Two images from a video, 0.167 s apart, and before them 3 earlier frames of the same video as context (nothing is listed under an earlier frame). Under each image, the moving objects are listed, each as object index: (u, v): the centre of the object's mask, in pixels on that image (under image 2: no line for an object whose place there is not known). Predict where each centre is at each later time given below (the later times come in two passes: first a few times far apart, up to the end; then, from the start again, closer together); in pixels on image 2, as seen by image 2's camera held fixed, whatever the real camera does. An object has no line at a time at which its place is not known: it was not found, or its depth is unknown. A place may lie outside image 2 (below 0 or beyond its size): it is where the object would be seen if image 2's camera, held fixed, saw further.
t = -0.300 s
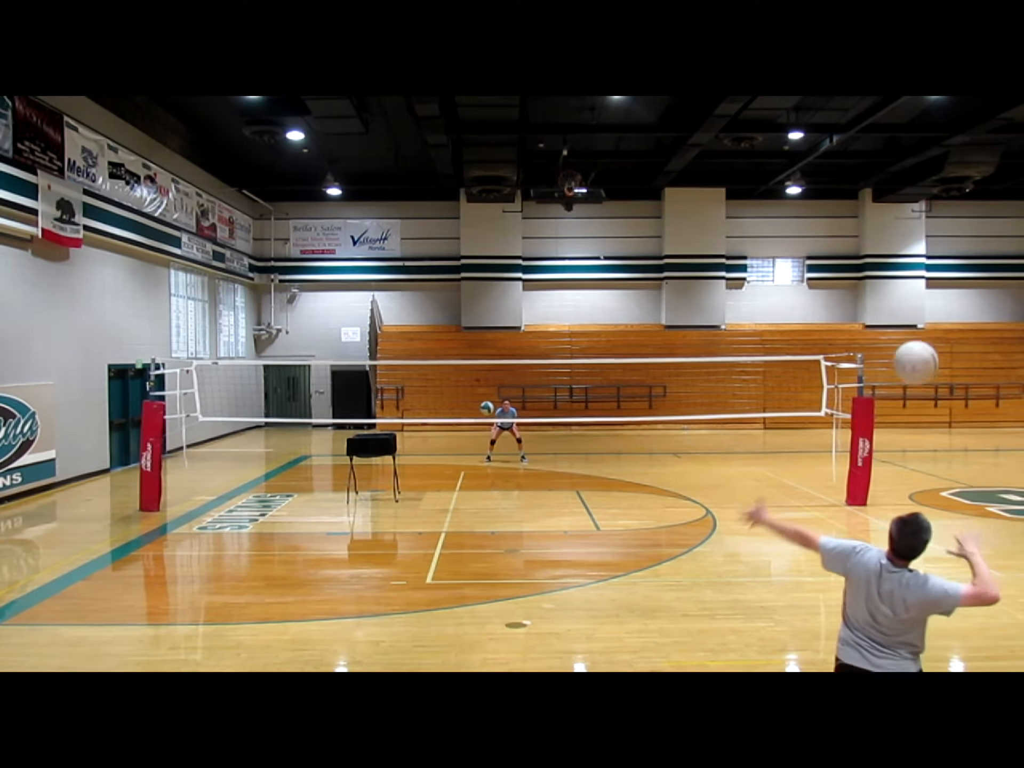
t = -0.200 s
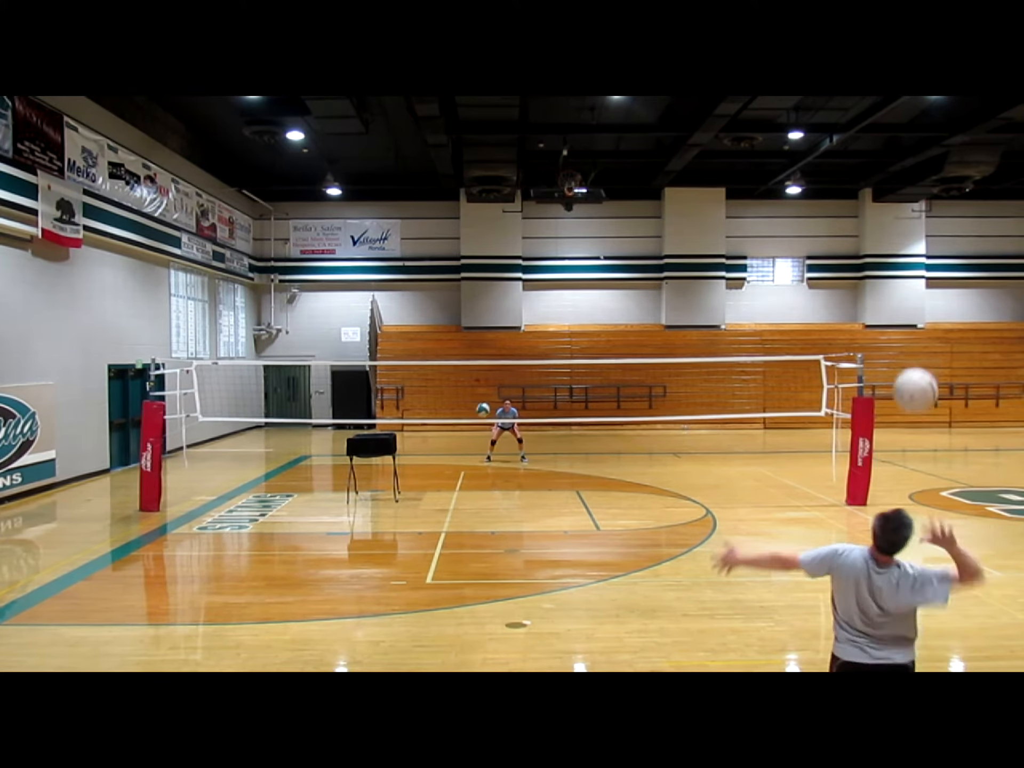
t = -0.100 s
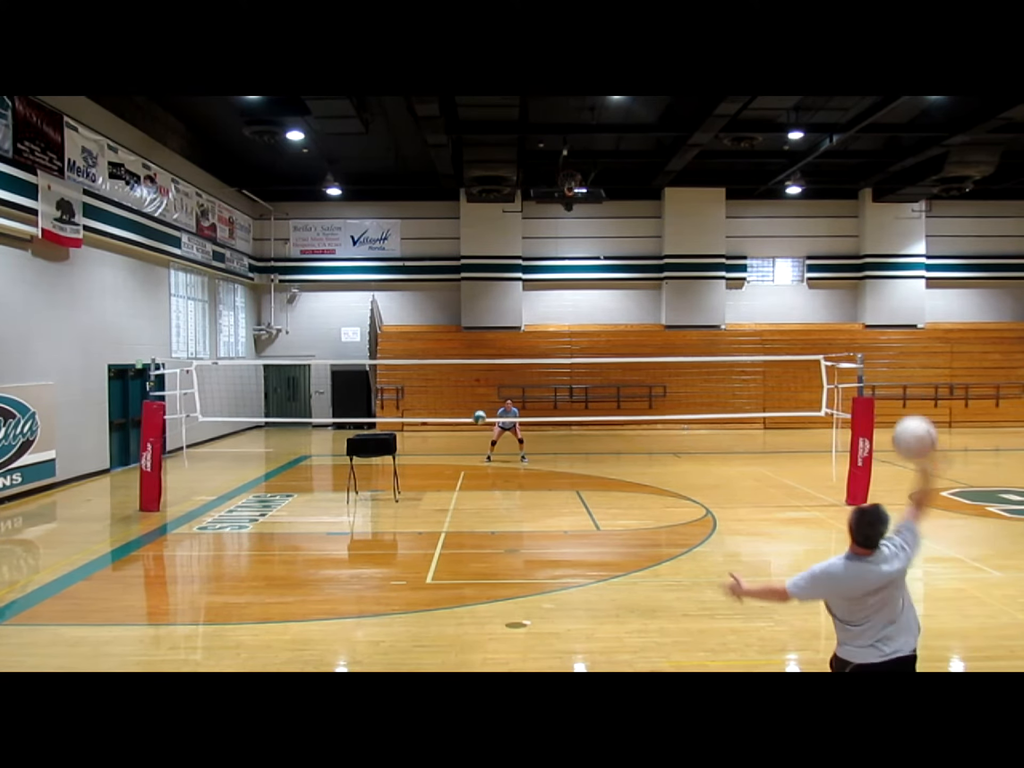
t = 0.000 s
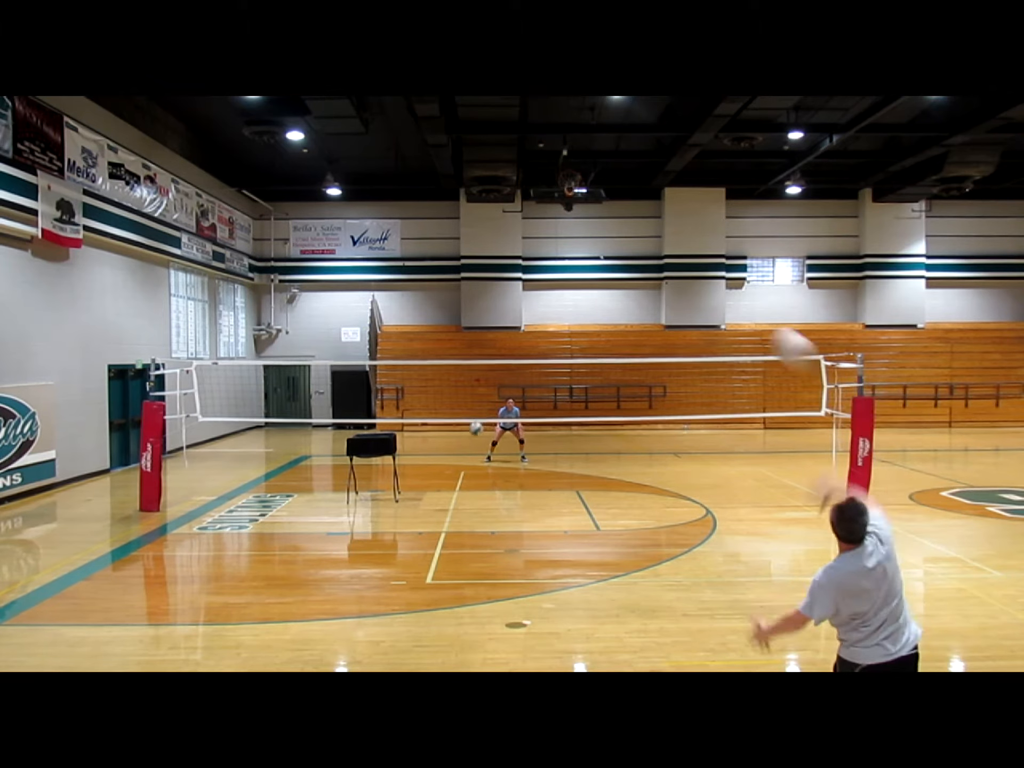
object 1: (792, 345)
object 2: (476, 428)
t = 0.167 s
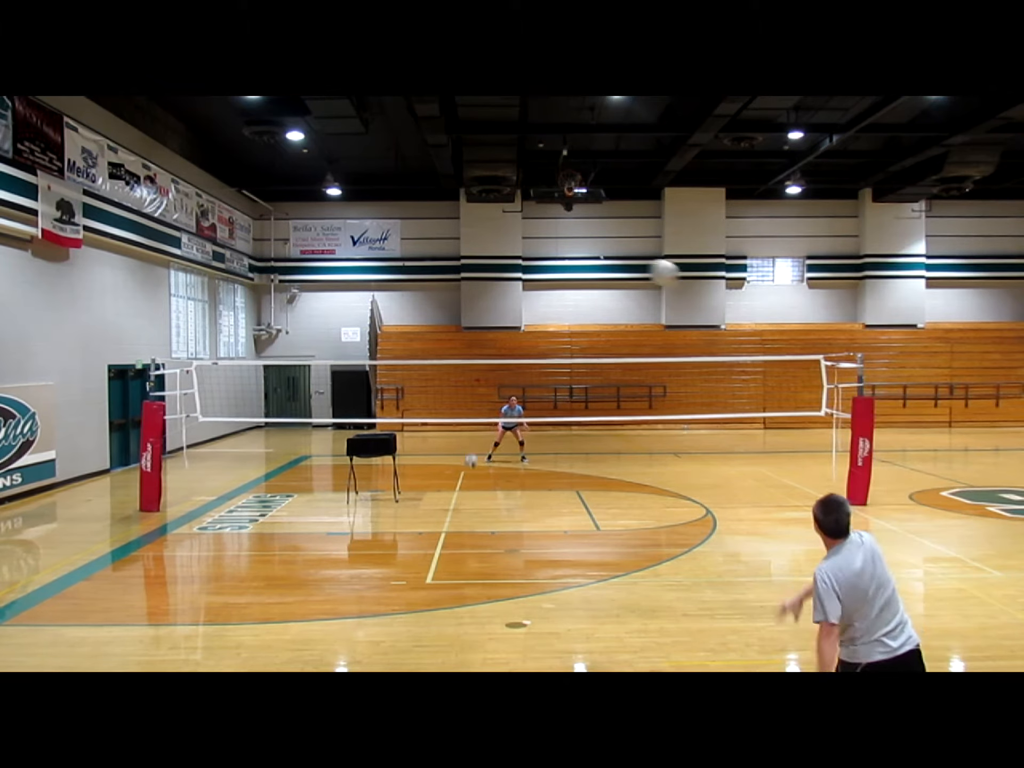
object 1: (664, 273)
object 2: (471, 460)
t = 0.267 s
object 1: (616, 257)
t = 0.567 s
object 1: (528, 274)
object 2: (457, 462)
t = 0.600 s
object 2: (456, 460)
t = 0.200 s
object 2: (470, 469)
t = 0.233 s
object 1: (631, 261)
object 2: (470, 477)
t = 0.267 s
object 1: (616, 257)
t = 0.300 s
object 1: (603, 255)
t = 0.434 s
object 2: (463, 480)
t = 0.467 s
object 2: (461, 475)
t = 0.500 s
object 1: (543, 265)
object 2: (460, 470)
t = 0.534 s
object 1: (535, 269)
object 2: (459, 466)
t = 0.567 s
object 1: (528, 274)
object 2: (457, 462)
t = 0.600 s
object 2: (456, 460)
